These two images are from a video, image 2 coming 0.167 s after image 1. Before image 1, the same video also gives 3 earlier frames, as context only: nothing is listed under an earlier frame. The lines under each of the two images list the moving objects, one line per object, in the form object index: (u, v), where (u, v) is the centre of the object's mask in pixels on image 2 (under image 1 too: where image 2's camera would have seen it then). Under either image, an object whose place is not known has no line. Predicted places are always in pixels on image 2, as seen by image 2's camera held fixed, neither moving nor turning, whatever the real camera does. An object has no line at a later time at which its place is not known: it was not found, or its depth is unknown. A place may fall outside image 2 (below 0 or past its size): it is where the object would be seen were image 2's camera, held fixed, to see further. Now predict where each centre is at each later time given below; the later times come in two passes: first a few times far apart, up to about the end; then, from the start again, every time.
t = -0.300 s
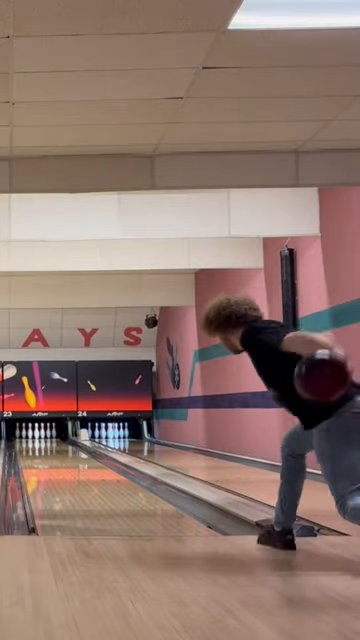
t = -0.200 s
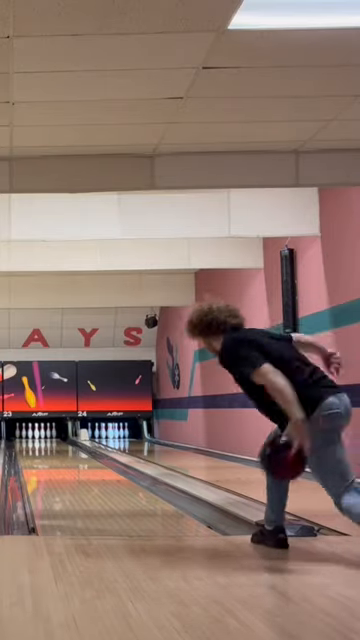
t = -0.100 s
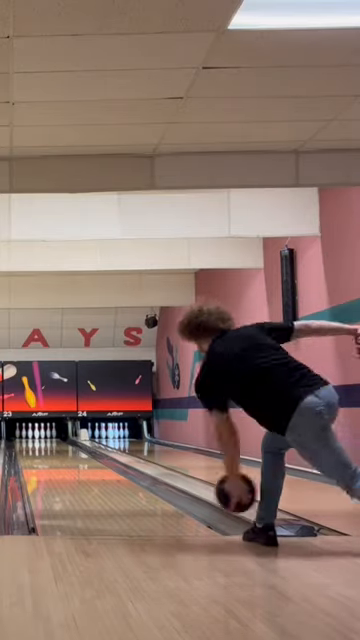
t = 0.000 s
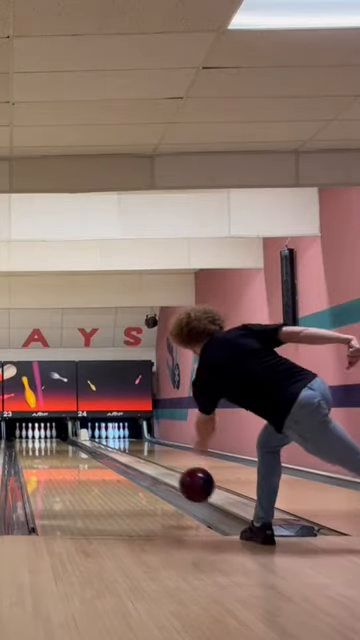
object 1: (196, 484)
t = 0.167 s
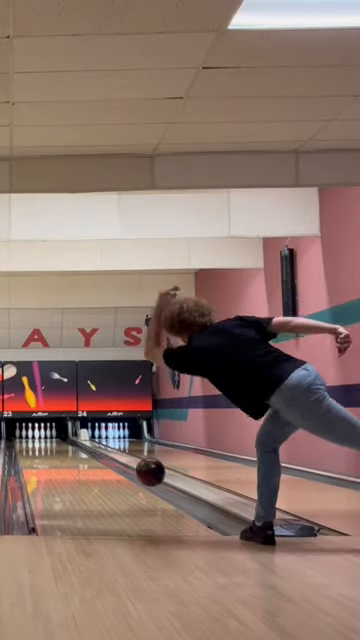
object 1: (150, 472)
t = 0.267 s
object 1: (129, 483)
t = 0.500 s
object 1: (94, 472)
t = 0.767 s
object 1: (67, 461)
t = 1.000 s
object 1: (51, 454)
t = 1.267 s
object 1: (38, 449)
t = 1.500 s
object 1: (29, 445)
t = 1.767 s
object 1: (24, 442)
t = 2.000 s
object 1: (24, 440)
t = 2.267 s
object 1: (29, 437)
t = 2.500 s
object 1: (32, 435)
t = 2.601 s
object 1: (33, 435)
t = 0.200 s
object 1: (142, 474)
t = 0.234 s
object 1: (136, 478)
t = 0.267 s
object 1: (129, 483)
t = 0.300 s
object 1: (123, 483)
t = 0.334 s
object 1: (118, 480)
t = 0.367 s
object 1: (112, 478)
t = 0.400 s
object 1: (107, 477)
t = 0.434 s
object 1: (103, 475)
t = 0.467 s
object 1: (98, 473)
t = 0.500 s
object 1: (94, 472)
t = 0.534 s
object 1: (90, 470)
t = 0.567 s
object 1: (86, 468)
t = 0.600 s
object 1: (83, 467)
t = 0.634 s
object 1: (80, 466)
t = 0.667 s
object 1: (76, 465)
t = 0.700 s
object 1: (73, 464)
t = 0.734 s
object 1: (70, 463)
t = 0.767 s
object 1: (67, 461)
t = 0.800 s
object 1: (65, 461)
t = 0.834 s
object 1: (62, 459)
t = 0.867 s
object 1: (60, 458)
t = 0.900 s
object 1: (57, 457)
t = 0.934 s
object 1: (55, 456)
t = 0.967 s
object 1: (53, 456)
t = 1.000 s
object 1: (51, 454)
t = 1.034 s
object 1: (49, 454)
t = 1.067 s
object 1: (47, 453)
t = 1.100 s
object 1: (46, 452)
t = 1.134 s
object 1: (44, 451)
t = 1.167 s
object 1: (42, 451)
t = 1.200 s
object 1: (41, 450)
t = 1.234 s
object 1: (40, 449)
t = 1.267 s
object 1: (38, 449)
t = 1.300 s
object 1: (36, 448)
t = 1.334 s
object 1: (35, 448)
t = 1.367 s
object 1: (34, 447)
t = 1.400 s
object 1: (33, 447)
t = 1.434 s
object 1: (31, 446)
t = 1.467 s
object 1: (30, 446)
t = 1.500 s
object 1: (29, 445)
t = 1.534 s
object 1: (28, 445)
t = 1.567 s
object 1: (28, 444)
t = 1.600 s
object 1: (26, 444)
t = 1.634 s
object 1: (26, 444)
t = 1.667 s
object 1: (25, 443)
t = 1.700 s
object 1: (25, 443)
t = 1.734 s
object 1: (24, 442)
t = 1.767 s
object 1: (24, 442)
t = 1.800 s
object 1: (24, 441)
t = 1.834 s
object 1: (24, 441)
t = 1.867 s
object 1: (24, 441)
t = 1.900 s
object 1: (24, 441)
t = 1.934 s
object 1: (24, 441)
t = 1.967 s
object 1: (24, 440)
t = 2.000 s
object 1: (24, 440)
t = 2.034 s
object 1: (25, 439)
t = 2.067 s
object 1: (25, 439)
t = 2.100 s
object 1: (26, 439)
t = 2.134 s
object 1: (27, 438)
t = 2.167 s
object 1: (28, 438)
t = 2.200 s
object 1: (28, 438)
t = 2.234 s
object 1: (28, 437)
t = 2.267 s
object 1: (29, 437)
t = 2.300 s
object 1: (29, 437)
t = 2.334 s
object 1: (29, 437)
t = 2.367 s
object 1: (30, 437)
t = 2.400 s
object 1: (30, 436)
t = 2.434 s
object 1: (31, 436)
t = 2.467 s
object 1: (32, 435)
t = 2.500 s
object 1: (32, 435)
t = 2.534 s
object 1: (33, 435)
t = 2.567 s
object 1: (33, 435)
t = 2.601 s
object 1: (33, 435)
